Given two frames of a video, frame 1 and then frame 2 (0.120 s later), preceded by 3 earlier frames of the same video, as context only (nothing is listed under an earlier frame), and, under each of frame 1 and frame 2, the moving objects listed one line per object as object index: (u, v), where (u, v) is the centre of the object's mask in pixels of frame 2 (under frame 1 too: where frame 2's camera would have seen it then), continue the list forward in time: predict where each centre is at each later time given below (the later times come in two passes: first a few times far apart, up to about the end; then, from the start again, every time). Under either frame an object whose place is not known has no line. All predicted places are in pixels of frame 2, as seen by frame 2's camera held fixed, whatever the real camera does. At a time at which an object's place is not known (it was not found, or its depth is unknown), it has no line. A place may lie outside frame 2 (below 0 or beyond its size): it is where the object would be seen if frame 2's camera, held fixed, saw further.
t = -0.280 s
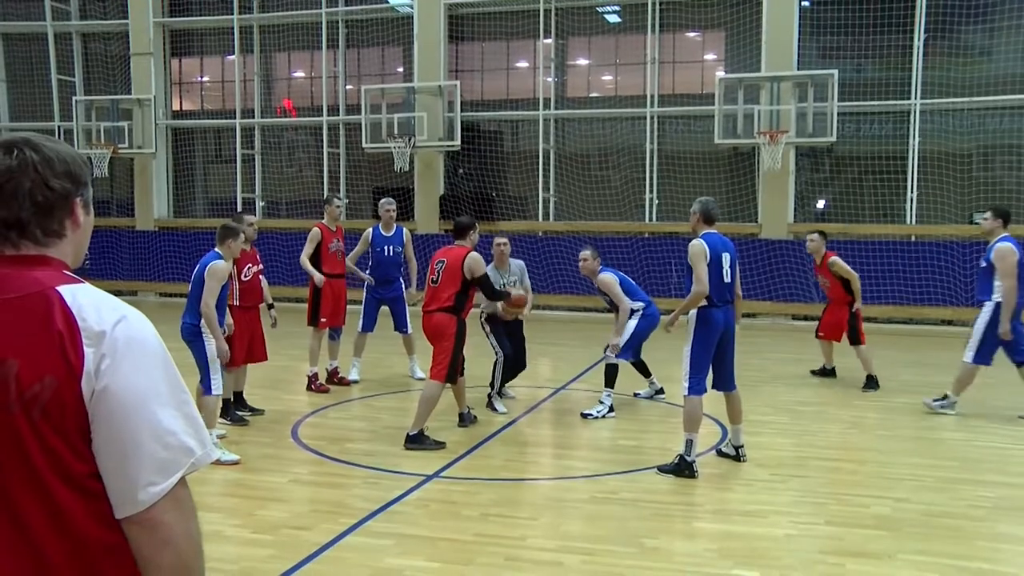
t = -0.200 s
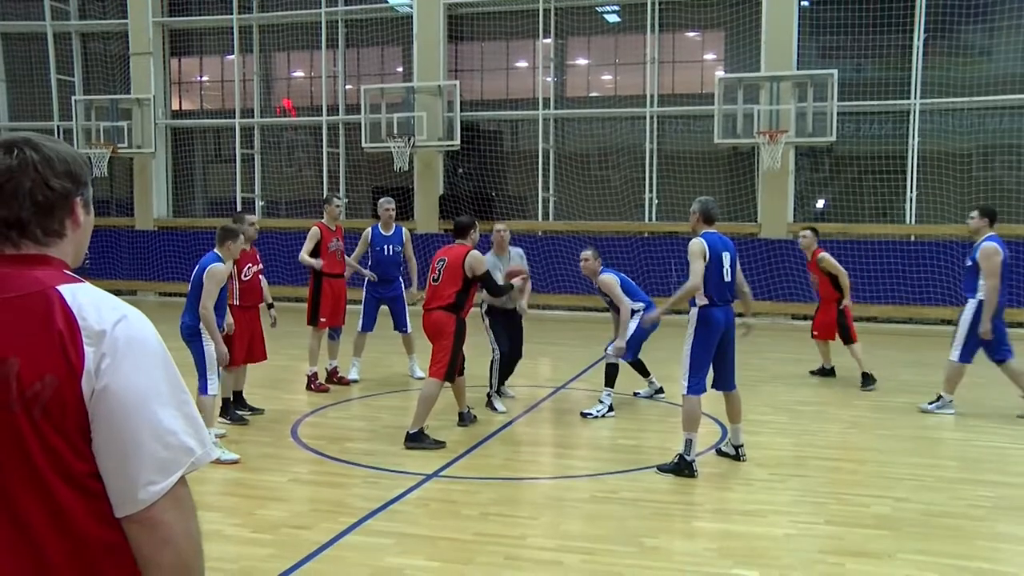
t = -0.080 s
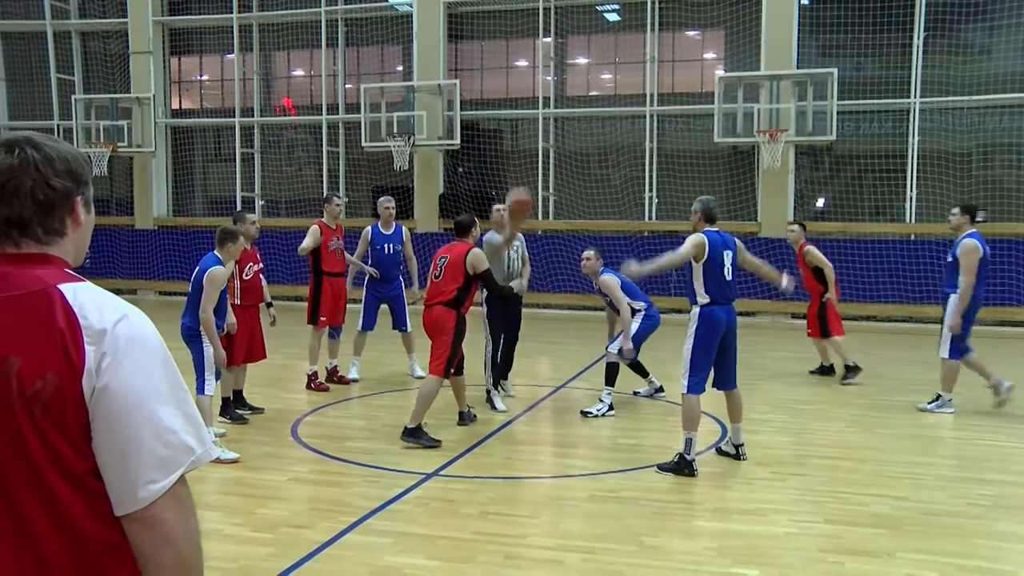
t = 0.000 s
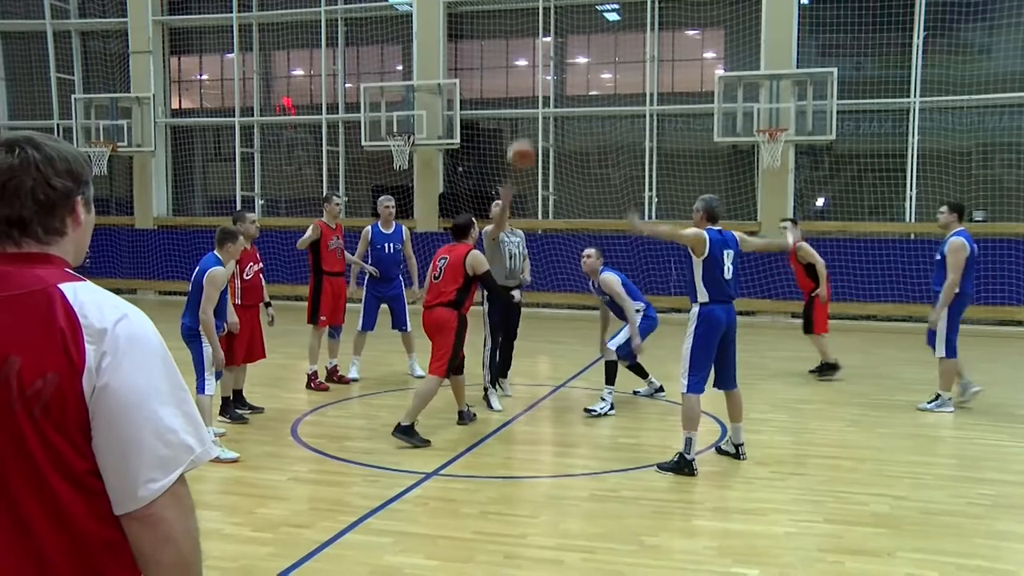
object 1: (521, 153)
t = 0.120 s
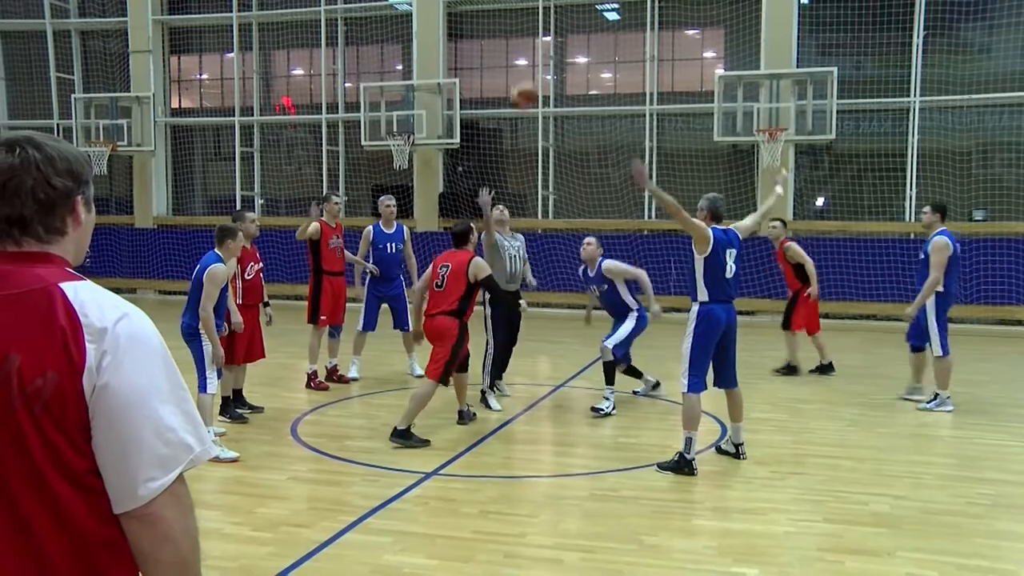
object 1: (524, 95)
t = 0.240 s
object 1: (527, 51)
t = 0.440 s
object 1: (532, 18)
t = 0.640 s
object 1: (536, 31)
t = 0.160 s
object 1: (525, 78)
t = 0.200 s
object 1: (526, 64)
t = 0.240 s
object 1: (527, 51)
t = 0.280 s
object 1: (528, 40)
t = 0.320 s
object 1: (528, 33)
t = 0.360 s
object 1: (530, 26)
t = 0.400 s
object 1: (531, 21)
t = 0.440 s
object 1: (532, 18)
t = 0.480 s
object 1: (533, 18)
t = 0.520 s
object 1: (533, 18)
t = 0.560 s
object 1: (534, 20)
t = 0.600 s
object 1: (535, 24)
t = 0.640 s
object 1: (536, 31)
